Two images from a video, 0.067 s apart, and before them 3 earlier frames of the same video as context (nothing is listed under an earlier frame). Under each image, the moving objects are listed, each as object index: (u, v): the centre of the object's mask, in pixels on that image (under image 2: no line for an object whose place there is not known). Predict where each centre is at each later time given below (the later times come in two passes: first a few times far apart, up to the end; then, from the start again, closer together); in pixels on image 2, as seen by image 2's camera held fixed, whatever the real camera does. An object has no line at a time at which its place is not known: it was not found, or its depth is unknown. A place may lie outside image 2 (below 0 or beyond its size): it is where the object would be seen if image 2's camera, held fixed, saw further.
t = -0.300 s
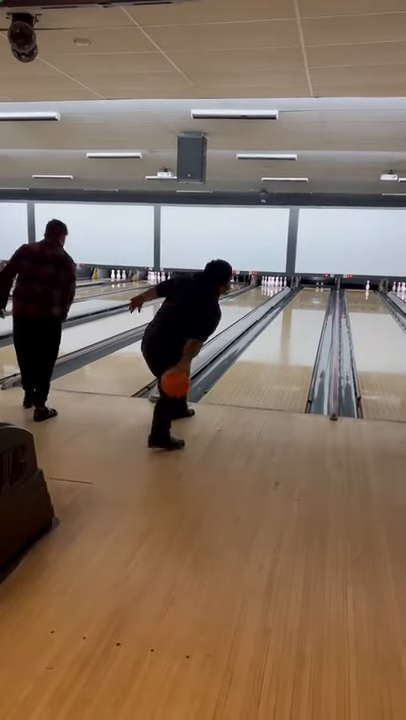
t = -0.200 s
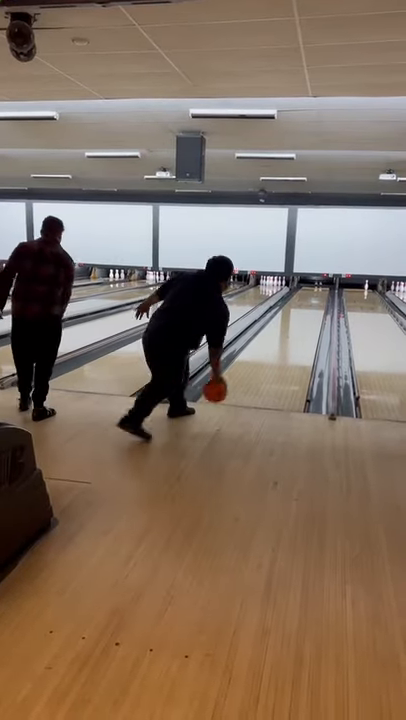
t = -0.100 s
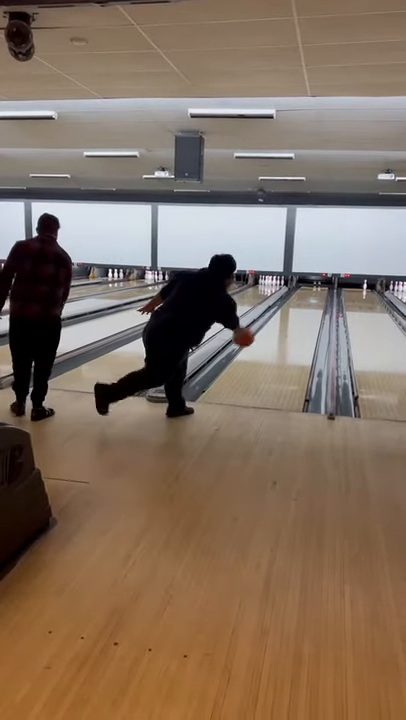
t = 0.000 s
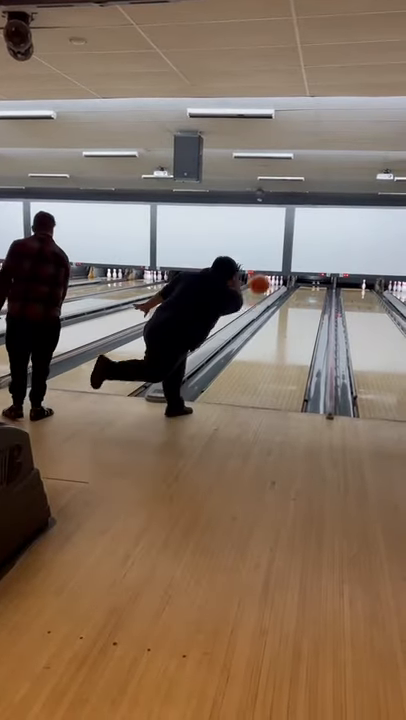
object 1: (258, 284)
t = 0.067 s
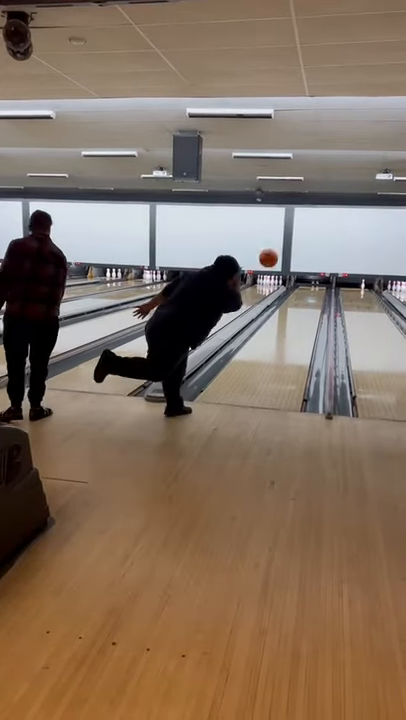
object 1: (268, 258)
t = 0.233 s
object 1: (285, 223)
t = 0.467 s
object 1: (303, 212)
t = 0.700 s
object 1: (314, 236)
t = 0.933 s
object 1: (320, 281)
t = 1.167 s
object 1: (328, 307)
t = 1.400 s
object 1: (331, 294)
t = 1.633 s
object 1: (332, 299)
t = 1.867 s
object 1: (332, 292)
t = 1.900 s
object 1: (332, 292)
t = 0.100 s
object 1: (270, 252)
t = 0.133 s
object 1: (274, 243)
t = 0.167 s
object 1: (278, 234)
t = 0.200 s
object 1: (282, 228)
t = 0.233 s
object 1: (285, 223)
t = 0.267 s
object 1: (288, 218)
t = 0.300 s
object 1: (291, 215)
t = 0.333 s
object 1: (294, 212)
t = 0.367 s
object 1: (297, 211)
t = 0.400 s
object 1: (299, 211)
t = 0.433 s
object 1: (301, 211)
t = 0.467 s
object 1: (303, 212)
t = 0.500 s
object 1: (305, 214)
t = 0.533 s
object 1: (307, 216)
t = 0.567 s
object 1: (309, 219)
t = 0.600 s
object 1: (310, 223)
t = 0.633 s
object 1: (311, 227)
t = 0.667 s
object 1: (313, 231)
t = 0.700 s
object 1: (314, 236)
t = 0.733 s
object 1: (315, 242)
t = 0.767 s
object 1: (316, 247)
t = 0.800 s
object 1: (317, 253)
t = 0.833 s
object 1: (317, 260)
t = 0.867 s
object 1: (318, 267)
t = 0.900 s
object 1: (319, 274)
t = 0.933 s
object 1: (320, 281)
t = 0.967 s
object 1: (320, 288)
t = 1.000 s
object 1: (321, 296)
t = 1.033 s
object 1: (321, 304)
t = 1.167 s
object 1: (328, 307)
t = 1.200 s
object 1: (328, 303)
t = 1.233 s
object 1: (329, 300)
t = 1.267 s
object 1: (330, 298)
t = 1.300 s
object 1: (330, 296)
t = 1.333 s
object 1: (331, 294)
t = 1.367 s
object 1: (331, 293)
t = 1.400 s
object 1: (331, 294)
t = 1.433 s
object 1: (331, 294)
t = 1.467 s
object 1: (331, 294)
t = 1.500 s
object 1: (332, 294)
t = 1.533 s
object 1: (332, 295)
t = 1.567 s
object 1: (332, 297)
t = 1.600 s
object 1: (332, 298)
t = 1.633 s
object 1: (332, 299)
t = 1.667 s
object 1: (333, 296)
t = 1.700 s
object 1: (333, 294)
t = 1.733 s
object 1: (333, 292)
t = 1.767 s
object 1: (333, 292)
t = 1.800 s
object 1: (332, 292)
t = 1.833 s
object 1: (332, 292)
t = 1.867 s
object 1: (332, 292)
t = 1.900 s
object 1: (332, 292)
